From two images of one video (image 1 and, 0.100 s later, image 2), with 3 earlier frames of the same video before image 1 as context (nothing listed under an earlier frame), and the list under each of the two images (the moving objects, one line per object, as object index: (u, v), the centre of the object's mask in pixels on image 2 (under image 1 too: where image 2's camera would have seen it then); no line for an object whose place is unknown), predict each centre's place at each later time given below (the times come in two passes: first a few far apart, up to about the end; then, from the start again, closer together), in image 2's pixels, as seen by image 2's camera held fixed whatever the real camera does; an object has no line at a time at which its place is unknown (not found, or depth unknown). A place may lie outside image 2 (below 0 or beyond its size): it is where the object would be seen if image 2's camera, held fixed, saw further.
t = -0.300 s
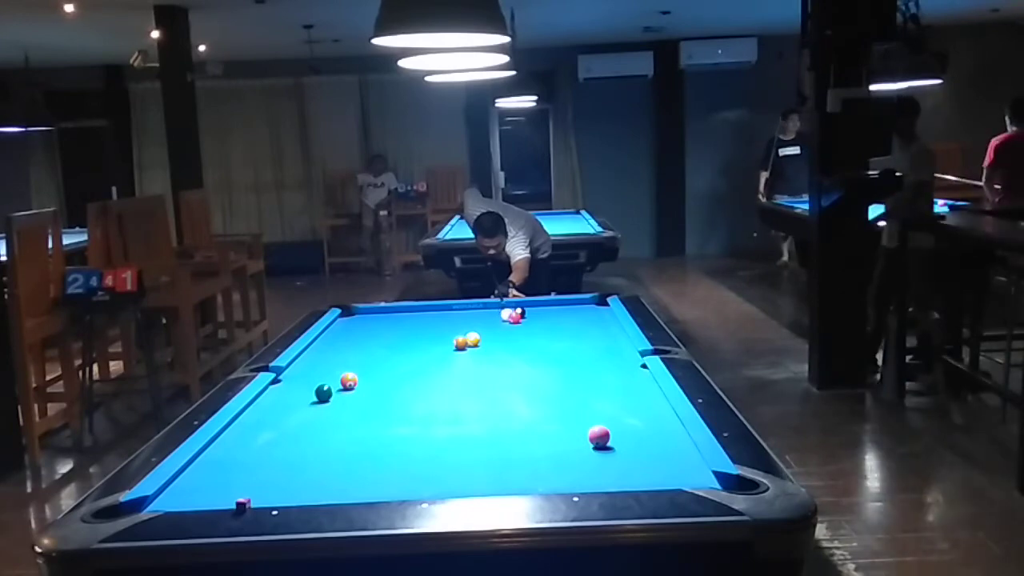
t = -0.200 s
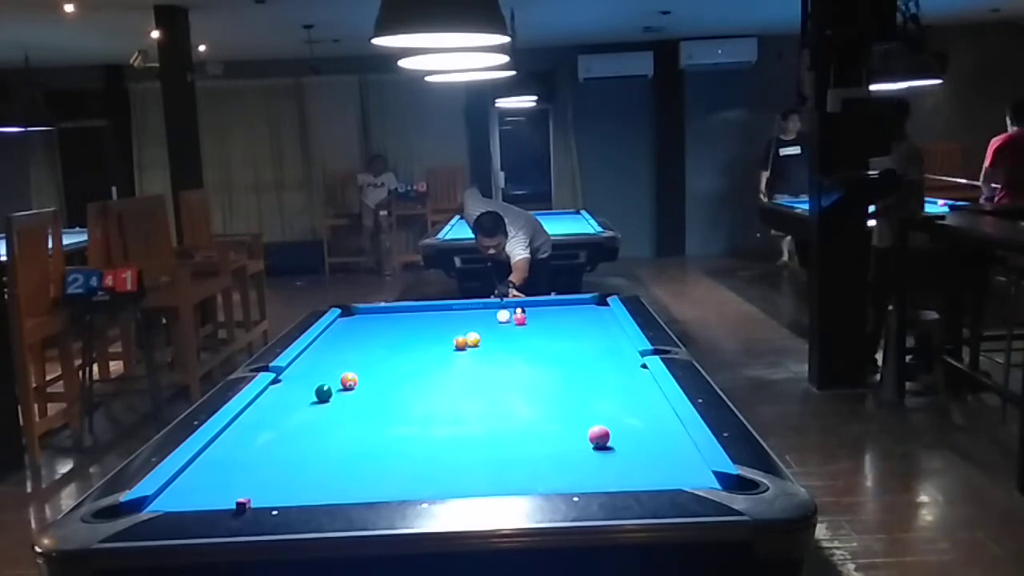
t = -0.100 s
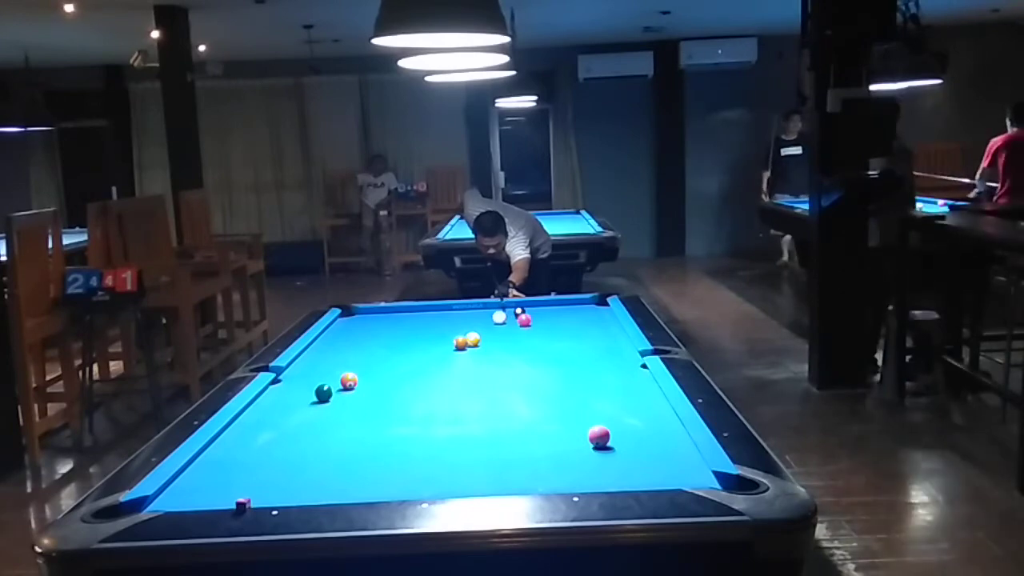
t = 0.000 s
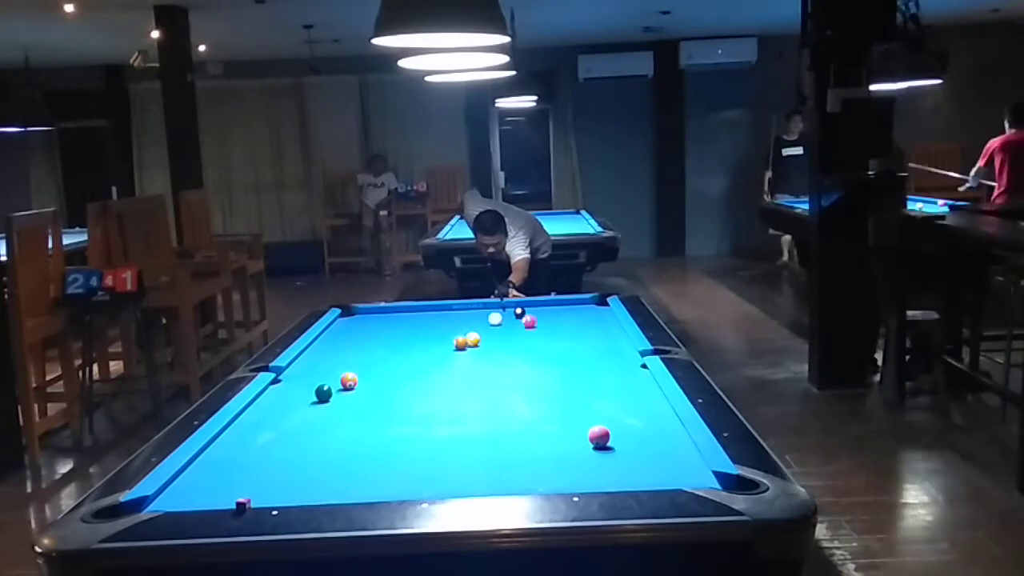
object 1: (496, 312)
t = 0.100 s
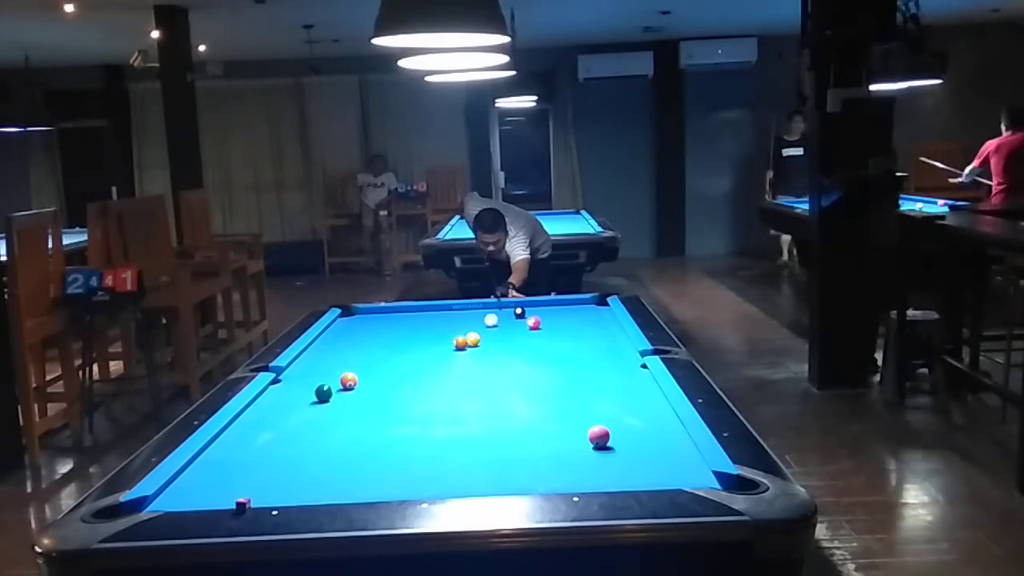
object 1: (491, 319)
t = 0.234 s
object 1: (486, 321)
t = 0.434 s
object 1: (478, 324)
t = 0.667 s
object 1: (469, 326)
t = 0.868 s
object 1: (462, 328)
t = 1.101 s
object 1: (453, 331)
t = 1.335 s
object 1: (446, 334)
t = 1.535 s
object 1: (440, 336)
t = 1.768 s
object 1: (434, 338)
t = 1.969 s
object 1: (429, 339)
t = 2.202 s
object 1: (424, 340)
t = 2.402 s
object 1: (421, 342)
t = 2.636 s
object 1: (418, 343)
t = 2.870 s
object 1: (415, 343)
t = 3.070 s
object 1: (414, 344)
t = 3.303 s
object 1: (413, 344)
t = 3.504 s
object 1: (413, 345)
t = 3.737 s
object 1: (414, 345)
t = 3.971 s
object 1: (414, 345)
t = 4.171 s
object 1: (414, 345)
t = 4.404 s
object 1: (414, 345)
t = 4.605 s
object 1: (413, 345)
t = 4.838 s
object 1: (413, 345)
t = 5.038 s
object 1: (413, 345)
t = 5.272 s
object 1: (413, 345)
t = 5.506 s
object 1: (413, 345)
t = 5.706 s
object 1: (413, 345)
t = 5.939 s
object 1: (413, 345)
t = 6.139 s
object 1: (413, 345)
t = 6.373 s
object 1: (413, 345)
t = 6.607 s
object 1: (413, 345)
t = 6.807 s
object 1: (413, 345)
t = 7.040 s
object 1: (413, 345)
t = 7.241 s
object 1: (413, 345)
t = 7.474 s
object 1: (413, 345)
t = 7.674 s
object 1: (413, 345)
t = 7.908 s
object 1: (413, 345)
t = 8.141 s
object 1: (413, 345)
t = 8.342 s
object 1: (413, 345)
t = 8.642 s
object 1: (413, 345)
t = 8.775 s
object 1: (414, 345)
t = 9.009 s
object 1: (414, 345)
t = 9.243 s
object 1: (414, 345)
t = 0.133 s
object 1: (490, 320)
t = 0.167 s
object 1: (488, 320)
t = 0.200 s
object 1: (487, 321)
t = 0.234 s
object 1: (486, 321)
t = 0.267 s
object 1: (484, 322)
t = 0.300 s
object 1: (483, 322)
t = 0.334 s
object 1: (482, 322)
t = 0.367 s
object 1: (480, 323)
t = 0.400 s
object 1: (479, 323)
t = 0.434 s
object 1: (478, 324)
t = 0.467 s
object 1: (477, 324)
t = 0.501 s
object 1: (475, 324)
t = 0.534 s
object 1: (474, 325)
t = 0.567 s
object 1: (473, 325)
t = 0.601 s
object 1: (472, 325)
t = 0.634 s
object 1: (470, 326)
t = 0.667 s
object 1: (469, 326)
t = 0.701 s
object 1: (468, 326)
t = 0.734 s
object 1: (466, 327)
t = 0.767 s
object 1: (465, 327)
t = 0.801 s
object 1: (464, 327)
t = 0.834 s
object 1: (463, 328)
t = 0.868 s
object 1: (462, 328)
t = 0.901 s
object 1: (460, 329)
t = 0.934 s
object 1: (459, 329)
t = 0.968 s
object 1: (458, 329)
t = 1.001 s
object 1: (457, 330)
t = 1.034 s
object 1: (456, 330)
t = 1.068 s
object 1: (454, 330)
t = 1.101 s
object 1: (453, 331)
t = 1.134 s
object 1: (452, 331)
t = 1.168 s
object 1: (451, 332)
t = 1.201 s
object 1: (450, 332)
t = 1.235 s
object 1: (449, 333)
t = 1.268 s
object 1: (448, 333)
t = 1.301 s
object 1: (447, 333)
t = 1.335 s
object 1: (446, 334)
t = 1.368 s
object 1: (445, 334)
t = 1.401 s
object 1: (444, 334)
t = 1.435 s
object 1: (443, 335)
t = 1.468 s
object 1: (442, 335)
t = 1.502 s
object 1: (441, 335)
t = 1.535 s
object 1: (440, 336)
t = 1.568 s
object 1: (439, 336)
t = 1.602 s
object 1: (438, 336)
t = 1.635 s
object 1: (437, 336)
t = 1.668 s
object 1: (437, 337)
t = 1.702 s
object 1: (436, 337)
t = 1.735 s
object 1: (435, 337)
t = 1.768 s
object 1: (434, 338)
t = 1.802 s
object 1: (433, 338)
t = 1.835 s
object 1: (432, 338)
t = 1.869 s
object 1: (432, 338)
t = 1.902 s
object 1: (431, 339)
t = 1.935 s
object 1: (430, 339)
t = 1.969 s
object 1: (429, 339)
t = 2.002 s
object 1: (428, 339)
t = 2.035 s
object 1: (428, 339)
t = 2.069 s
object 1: (427, 340)
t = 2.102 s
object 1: (426, 340)
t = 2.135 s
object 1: (426, 340)
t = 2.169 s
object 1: (425, 340)
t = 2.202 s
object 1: (424, 340)
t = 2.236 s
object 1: (424, 340)
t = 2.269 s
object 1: (423, 341)
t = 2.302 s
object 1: (422, 341)
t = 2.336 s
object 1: (422, 341)
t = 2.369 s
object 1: (421, 341)
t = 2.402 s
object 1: (421, 342)
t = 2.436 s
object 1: (420, 342)
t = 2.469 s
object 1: (420, 342)
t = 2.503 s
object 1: (420, 342)
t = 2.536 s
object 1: (419, 342)
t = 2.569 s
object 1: (419, 342)
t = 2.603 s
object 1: (418, 342)
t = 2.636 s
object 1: (418, 343)
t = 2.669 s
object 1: (418, 343)
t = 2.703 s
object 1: (417, 343)
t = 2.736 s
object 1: (417, 343)
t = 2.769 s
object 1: (416, 343)
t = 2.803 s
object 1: (416, 343)
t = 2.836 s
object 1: (416, 343)
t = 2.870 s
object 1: (415, 343)
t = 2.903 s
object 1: (415, 343)
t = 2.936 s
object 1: (415, 344)
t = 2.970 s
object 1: (415, 344)
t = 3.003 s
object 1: (414, 344)
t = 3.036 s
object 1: (414, 344)
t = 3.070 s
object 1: (414, 344)
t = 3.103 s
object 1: (414, 344)
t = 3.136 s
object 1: (414, 344)
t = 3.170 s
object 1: (414, 344)
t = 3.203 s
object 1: (414, 344)
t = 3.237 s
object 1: (413, 344)
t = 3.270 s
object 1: (413, 344)
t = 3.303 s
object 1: (413, 344)
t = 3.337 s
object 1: (413, 344)
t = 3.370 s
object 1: (413, 344)
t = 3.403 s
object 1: (413, 344)
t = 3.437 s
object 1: (413, 344)
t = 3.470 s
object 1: (413, 345)
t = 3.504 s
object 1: (413, 345)
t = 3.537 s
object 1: (413, 345)
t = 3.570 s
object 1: (413, 345)
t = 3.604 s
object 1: (413, 345)
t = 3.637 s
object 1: (414, 345)
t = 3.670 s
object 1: (414, 345)
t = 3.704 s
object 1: (414, 345)
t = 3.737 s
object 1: (414, 345)
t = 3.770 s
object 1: (414, 345)
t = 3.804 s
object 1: (414, 345)
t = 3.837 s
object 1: (414, 345)
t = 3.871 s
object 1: (414, 345)
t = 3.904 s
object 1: (414, 345)
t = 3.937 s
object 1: (414, 345)
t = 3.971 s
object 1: (414, 345)
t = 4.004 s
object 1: (414, 345)
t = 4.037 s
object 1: (414, 345)
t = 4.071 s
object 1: (413, 345)
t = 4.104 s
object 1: (413, 345)
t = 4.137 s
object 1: (414, 345)
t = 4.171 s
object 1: (414, 345)
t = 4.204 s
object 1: (414, 345)
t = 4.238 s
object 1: (414, 345)
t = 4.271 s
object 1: (414, 345)
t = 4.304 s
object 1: (414, 345)
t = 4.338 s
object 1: (414, 345)
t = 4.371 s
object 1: (413, 345)
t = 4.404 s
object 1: (414, 345)
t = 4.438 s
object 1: (414, 345)
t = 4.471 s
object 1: (414, 345)
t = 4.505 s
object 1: (414, 345)
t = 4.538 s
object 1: (413, 345)
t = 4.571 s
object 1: (413, 345)
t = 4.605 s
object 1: (413, 345)
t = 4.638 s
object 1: (413, 345)
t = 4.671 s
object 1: (413, 345)
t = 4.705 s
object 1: (413, 345)
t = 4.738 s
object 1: (413, 345)
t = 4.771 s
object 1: (413, 345)
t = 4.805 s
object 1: (413, 345)
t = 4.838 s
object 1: (413, 345)
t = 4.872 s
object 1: (413, 345)
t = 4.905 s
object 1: (413, 345)
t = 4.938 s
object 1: (413, 345)
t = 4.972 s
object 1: (413, 345)
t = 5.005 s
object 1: (413, 345)
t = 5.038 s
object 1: (413, 345)
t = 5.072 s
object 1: (413, 345)
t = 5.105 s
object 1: (413, 345)
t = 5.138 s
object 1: (413, 345)
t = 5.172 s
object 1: (413, 345)
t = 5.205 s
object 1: (413, 345)
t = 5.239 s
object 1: (413, 345)
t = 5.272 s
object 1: (413, 345)
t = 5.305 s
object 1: (413, 345)
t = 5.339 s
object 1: (413, 345)
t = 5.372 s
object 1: (413, 345)
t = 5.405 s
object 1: (413, 345)
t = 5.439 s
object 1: (413, 345)
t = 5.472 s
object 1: (413, 345)
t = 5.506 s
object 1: (413, 345)
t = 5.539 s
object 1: (413, 345)
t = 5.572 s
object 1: (413, 345)
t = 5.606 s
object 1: (413, 345)
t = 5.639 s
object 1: (413, 345)
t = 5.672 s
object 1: (413, 345)
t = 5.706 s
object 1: (413, 345)
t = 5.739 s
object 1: (413, 345)
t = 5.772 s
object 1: (413, 345)
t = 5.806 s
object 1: (413, 345)
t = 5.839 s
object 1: (413, 345)
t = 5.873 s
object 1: (413, 345)
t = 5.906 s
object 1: (413, 345)
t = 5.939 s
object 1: (413, 345)
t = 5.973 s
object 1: (413, 345)
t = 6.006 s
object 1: (413, 345)
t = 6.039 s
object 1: (413, 345)
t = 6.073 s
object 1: (413, 345)
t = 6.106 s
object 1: (413, 345)
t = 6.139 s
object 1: (413, 345)
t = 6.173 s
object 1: (413, 345)
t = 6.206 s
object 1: (413, 345)
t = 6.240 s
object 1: (413, 345)
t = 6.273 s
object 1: (413, 345)
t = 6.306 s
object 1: (413, 345)
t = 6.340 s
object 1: (413, 345)
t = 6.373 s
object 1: (413, 345)
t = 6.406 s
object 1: (413, 345)
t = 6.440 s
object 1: (413, 345)
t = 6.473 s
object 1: (413, 345)
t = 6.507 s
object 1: (413, 345)
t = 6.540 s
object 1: (413, 345)
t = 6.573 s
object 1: (413, 345)
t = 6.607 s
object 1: (413, 345)
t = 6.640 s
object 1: (413, 345)
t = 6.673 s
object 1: (413, 345)
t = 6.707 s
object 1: (413, 345)
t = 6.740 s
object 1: (413, 345)
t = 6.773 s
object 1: (413, 345)
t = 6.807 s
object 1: (413, 345)
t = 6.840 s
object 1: (413, 345)
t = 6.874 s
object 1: (413, 345)
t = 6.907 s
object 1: (413, 345)
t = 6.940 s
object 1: (413, 345)
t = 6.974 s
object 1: (413, 345)
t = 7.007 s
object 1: (413, 345)
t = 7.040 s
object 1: (413, 345)
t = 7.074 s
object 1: (413, 345)
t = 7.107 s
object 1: (413, 345)
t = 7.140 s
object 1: (413, 345)
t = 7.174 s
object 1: (413, 345)
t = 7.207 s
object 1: (413, 345)
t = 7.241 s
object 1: (413, 345)
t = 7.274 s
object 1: (413, 345)
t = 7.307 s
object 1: (413, 345)
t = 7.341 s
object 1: (413, 345)
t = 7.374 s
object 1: (413, 345)
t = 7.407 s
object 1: (413, 345)
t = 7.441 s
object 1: (413, 345)
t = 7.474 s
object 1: (413, 345)
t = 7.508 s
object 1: (413, 345)
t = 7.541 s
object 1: (413, 345)
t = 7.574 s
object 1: (413, 345)
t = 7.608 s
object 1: (413, 345)
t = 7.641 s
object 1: (413, 345)
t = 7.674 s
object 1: (413, 345)
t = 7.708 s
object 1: (413, 345)
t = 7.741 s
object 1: (413, 345)
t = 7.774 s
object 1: (413, 345)
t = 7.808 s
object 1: (413, 345)
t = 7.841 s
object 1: (413, 345)
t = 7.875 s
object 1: (413, 345)
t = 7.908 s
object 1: (413, 345)
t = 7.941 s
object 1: (413, 345)
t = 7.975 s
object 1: (413, 345)
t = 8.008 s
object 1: (413, 345)
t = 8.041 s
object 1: (413, 345)
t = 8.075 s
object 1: (413, 345)
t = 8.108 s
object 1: (413, 345)
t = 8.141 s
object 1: (413, 345)
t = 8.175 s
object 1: (413, 345)
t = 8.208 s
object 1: (413, 345)
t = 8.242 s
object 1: (413, 345)
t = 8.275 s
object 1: (413, 345)
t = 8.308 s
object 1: (413, 345)
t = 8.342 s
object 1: (413, 345)
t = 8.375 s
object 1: (413, 345)
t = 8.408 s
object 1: (413, 345)
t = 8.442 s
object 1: (413, 345)
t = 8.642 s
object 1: (413, 345)
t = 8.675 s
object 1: (414, 345)
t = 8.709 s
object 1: (414, 345)
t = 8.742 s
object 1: (414, 345)
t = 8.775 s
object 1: (414, 345)
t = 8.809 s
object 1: (414, 345)
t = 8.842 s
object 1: (414, 345)
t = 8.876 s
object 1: (414, 345)
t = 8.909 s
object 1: (414, 345)
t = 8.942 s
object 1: (414, 345)
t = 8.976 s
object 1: (414, 345)
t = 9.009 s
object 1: (414, 345)
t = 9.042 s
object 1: (413, 345)
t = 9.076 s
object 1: (413, 345)
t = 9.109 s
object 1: (414, 345)
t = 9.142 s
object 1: (414, 344)
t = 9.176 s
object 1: (414, 345)
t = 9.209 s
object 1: (414, 345)
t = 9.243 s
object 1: (414, 345)
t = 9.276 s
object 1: (414, 345)
